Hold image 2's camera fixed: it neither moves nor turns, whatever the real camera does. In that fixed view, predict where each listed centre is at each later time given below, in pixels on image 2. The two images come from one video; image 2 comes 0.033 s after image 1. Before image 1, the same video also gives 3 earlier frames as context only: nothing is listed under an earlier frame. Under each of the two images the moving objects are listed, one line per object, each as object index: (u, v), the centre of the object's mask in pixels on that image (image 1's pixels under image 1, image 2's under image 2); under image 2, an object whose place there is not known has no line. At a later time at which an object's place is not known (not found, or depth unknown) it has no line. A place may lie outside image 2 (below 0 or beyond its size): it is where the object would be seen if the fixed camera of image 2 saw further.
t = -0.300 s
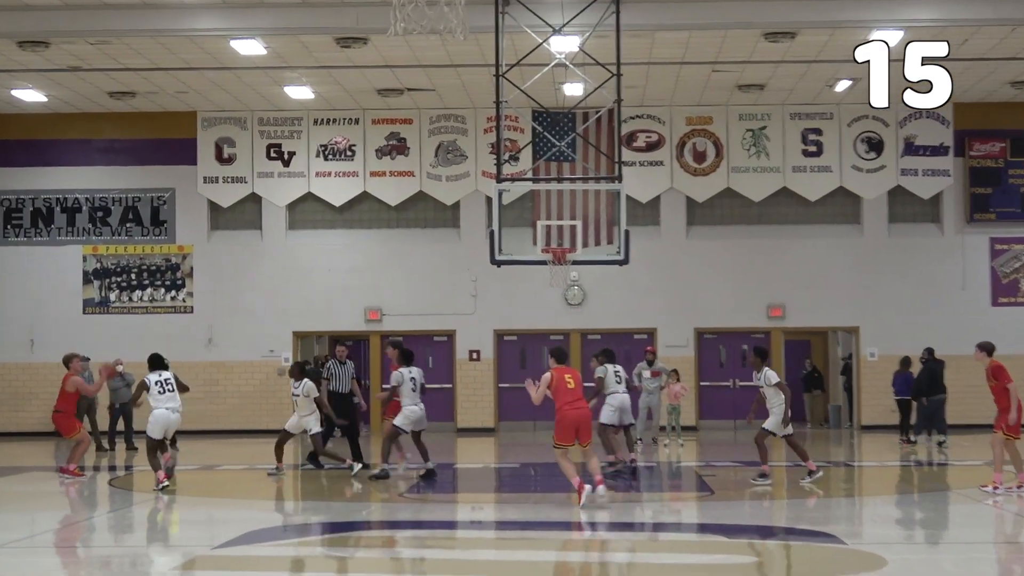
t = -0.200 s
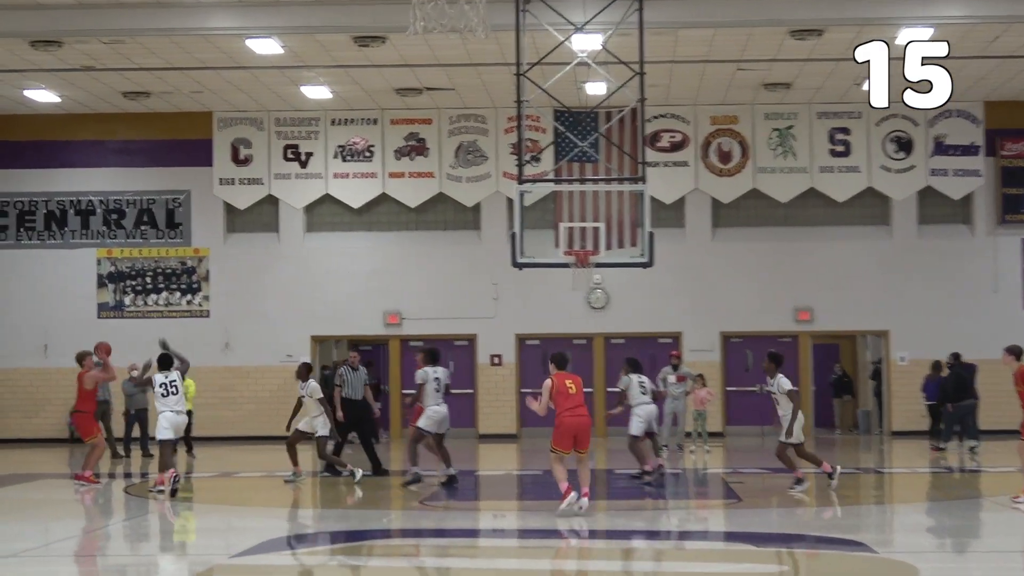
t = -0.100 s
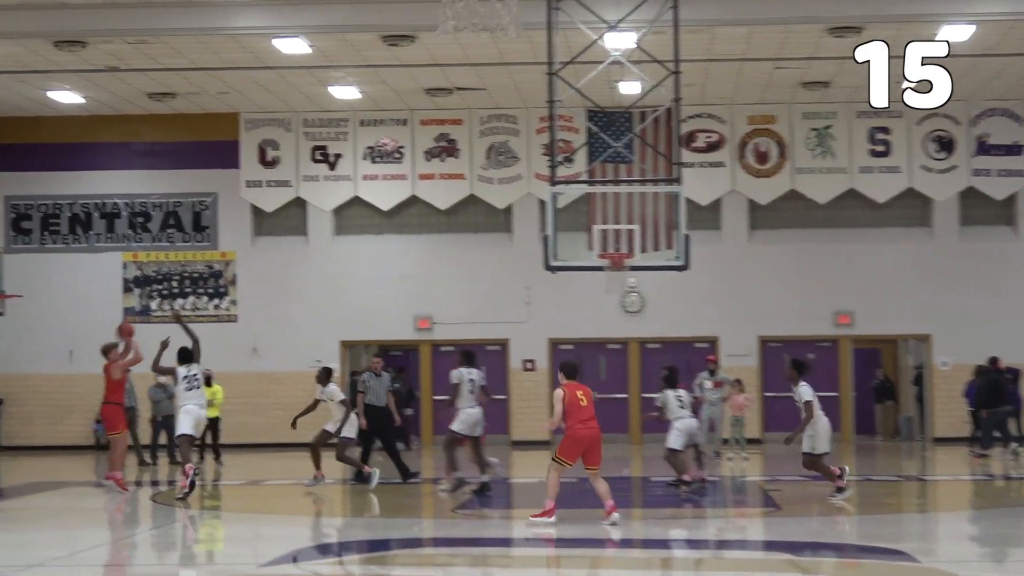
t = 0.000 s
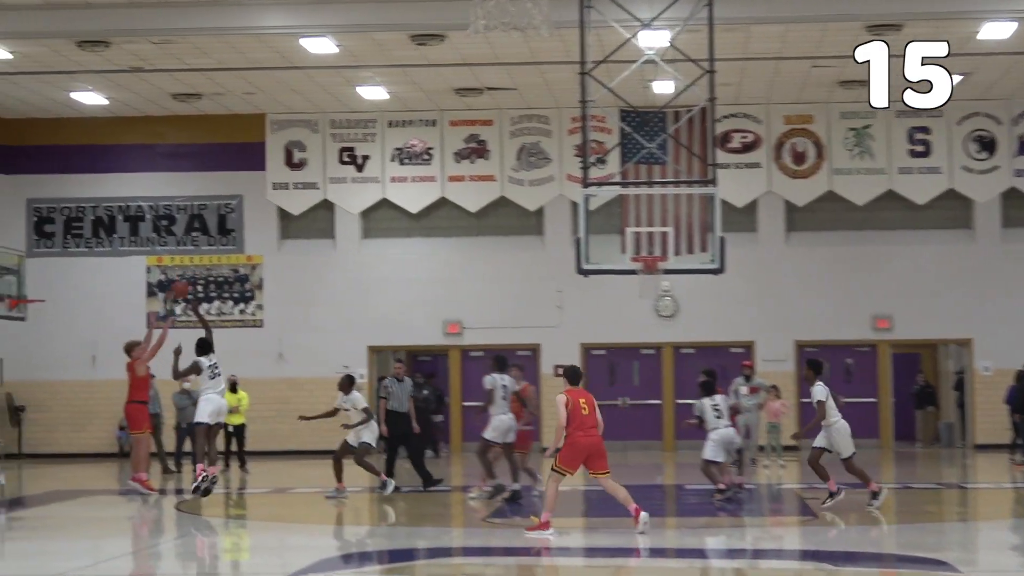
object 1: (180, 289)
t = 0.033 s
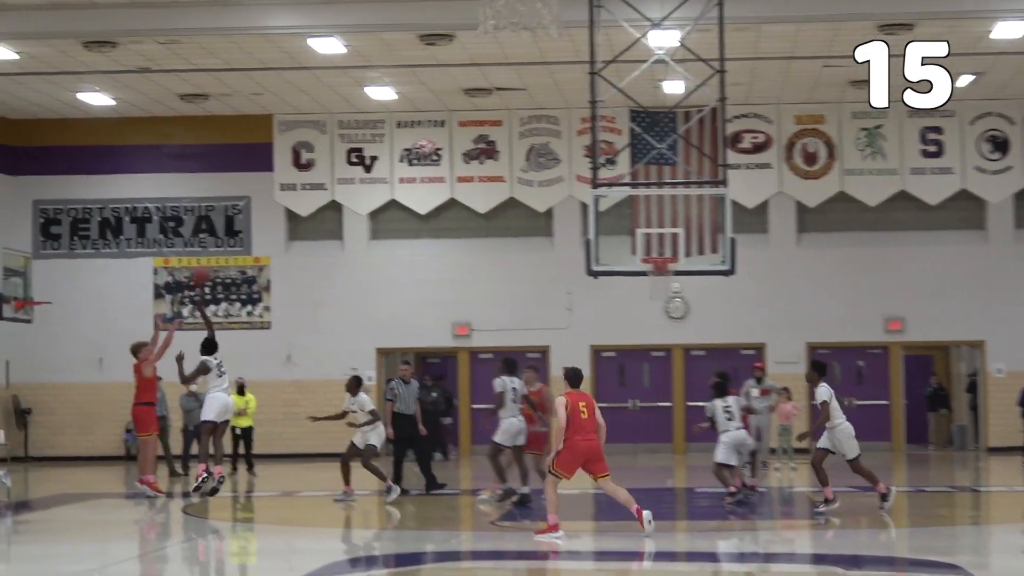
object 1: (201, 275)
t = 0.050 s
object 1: (208, 268)
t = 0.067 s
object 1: (215, 261)
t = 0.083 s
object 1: (221, 252)
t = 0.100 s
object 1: (227, 244)
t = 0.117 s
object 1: (234, 239)
